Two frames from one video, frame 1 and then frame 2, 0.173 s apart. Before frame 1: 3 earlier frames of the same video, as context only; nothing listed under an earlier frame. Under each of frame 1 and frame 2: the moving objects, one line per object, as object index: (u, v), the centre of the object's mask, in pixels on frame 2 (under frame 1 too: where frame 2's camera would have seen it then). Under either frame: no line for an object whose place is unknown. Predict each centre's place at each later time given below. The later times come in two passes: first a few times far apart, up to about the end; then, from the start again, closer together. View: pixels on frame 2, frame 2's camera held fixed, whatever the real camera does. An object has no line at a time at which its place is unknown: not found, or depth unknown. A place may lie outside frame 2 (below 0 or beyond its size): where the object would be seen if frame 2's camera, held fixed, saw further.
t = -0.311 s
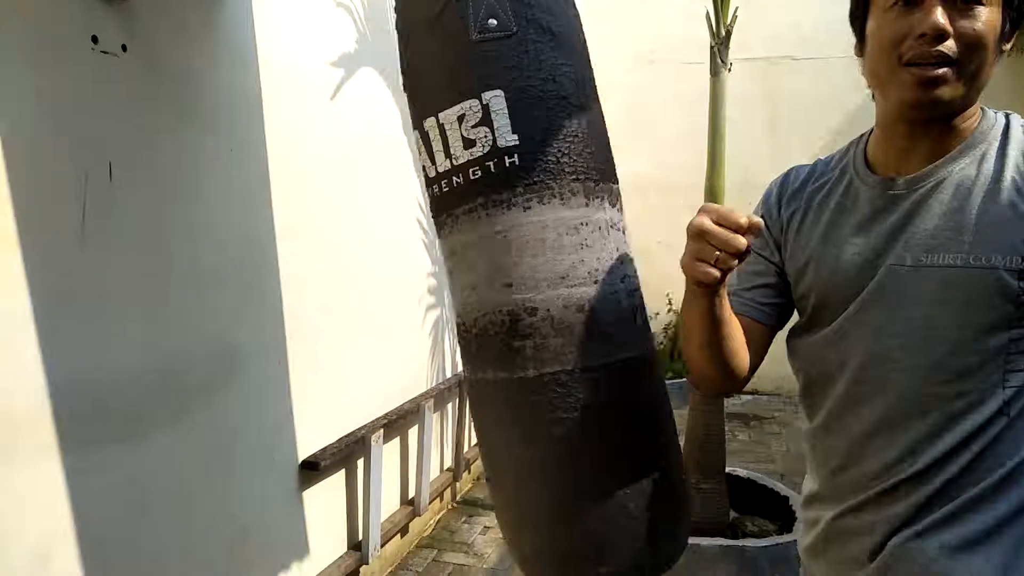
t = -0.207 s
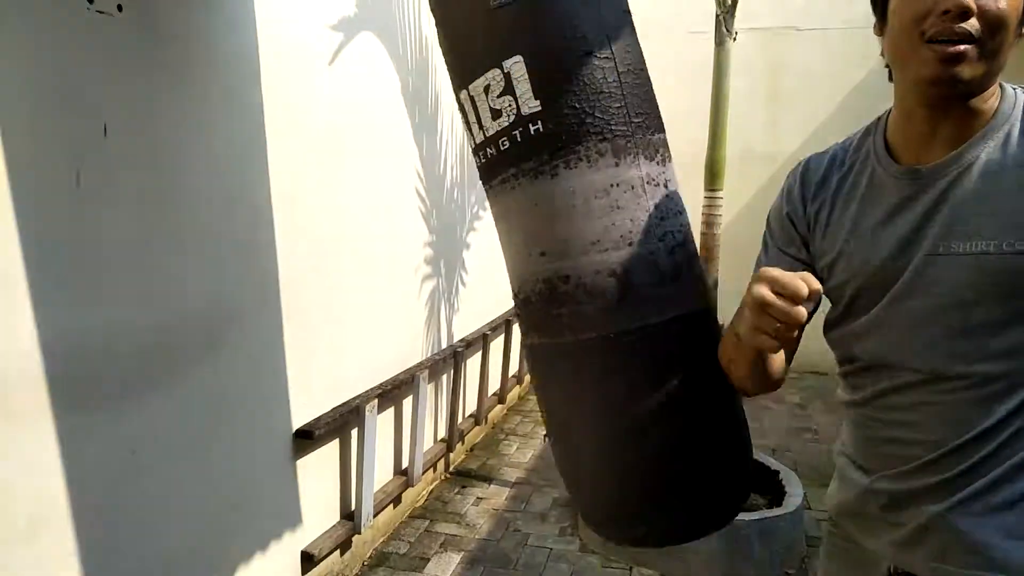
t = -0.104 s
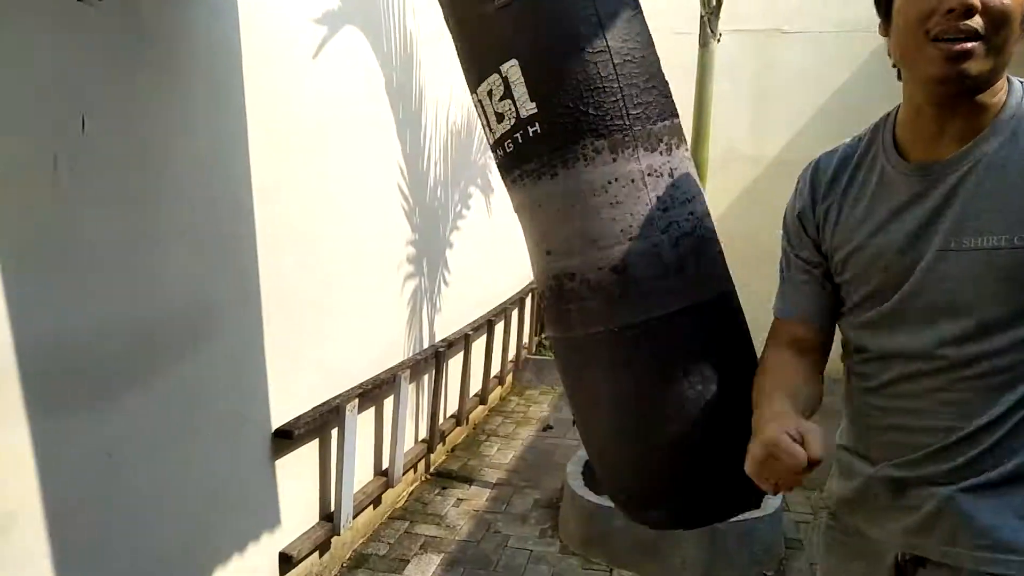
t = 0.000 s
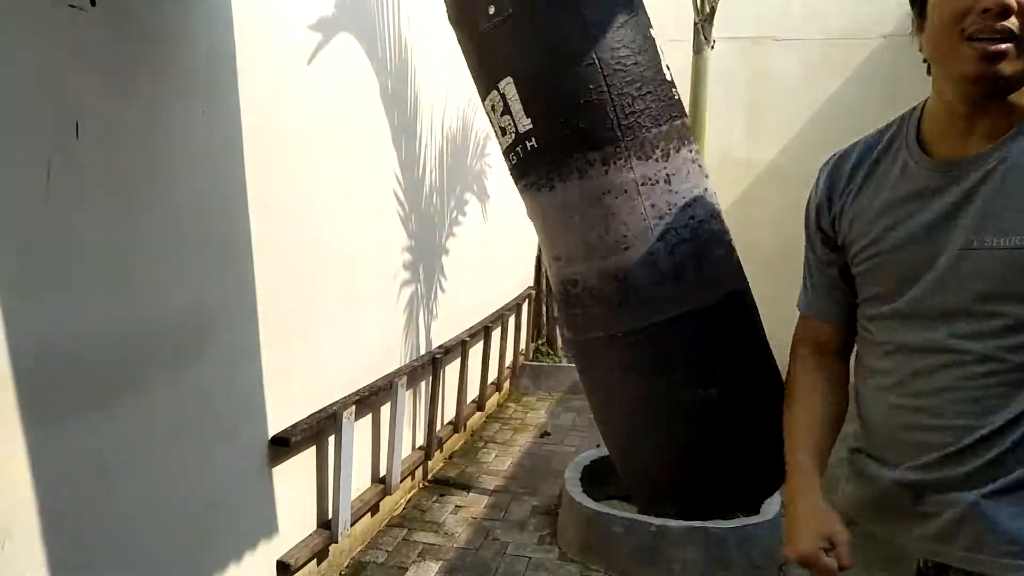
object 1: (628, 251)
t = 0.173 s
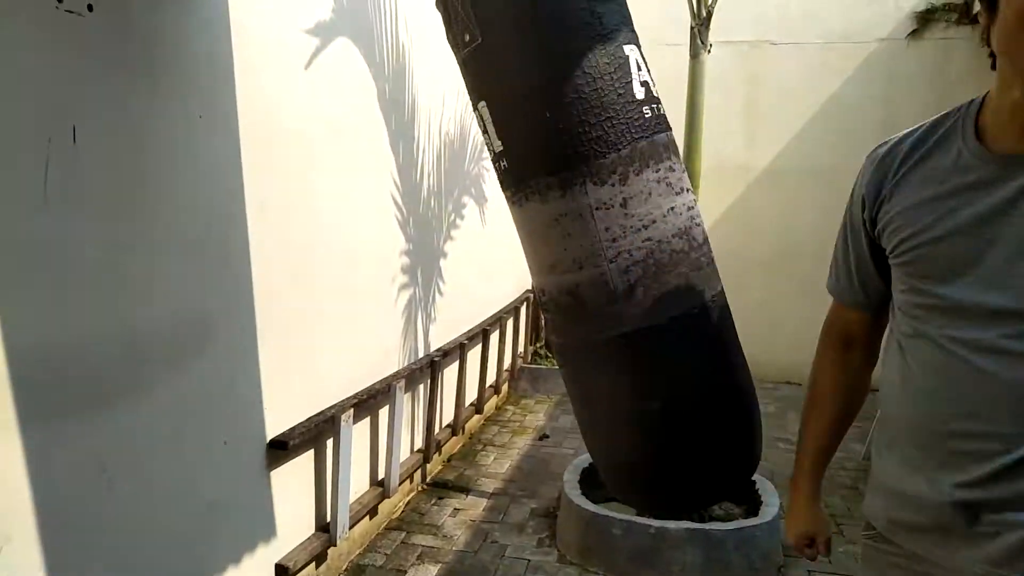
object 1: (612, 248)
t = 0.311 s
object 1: (567, 253)
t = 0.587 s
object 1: (421, 253)
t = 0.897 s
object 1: (257, 237)
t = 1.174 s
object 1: (194, 237)
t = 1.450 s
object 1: (266, 263)
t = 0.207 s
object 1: (602, 249)
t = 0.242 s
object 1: (591, 250)
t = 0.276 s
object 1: (578, 251)
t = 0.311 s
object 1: (567, 253)
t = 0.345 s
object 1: (551, 250)
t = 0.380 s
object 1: (534, 251)
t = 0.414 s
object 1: (515, 251)
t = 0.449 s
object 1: (497, 252)
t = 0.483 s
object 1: (478, 253)
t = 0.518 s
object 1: (460, 253)
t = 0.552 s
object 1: (440, 253)
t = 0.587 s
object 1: (421, 253)
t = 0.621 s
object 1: (401, 252)
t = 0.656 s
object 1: (382, 251)
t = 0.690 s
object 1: (362, 249)
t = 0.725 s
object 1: (343, 248)
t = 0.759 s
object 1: (325, 244)
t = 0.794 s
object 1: (305, 243)
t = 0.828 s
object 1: (286, 241)
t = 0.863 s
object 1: (271, 240)
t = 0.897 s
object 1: (257, 237)
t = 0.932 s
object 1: (245, 236)
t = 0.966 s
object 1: (230, 239)
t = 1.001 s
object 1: (222, 234)
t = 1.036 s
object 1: (212, 233)
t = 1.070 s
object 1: (203, 234)
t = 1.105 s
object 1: (197, 234)
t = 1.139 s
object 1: (194, 236)
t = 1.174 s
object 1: (194, 237)
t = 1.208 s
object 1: (197, 239)
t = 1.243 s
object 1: (202, 242)
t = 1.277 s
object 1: (208, 246)
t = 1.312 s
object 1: (216, 252)
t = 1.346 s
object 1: (226, 258)
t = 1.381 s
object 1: (239, 260)
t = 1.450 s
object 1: (266, 263)
